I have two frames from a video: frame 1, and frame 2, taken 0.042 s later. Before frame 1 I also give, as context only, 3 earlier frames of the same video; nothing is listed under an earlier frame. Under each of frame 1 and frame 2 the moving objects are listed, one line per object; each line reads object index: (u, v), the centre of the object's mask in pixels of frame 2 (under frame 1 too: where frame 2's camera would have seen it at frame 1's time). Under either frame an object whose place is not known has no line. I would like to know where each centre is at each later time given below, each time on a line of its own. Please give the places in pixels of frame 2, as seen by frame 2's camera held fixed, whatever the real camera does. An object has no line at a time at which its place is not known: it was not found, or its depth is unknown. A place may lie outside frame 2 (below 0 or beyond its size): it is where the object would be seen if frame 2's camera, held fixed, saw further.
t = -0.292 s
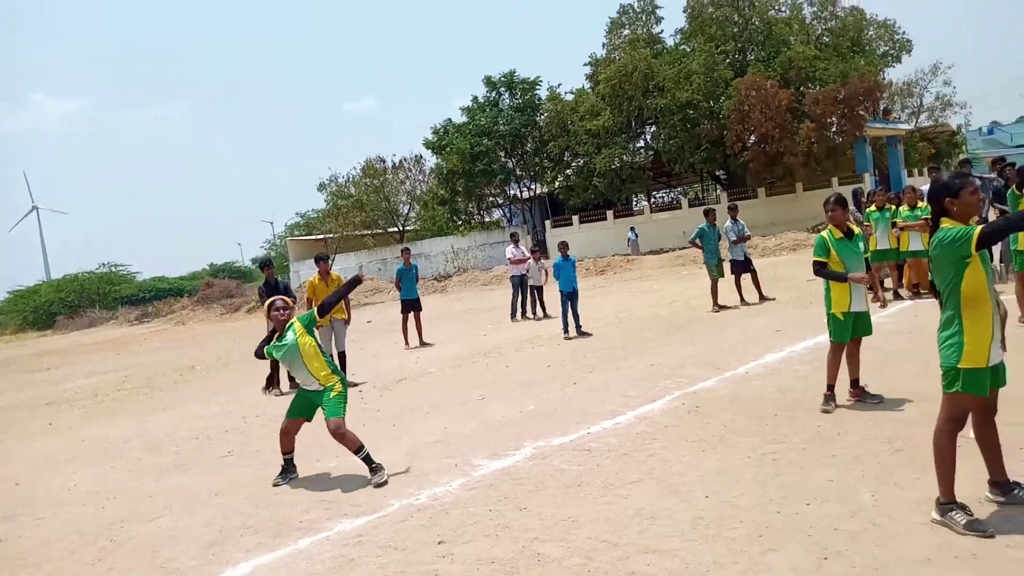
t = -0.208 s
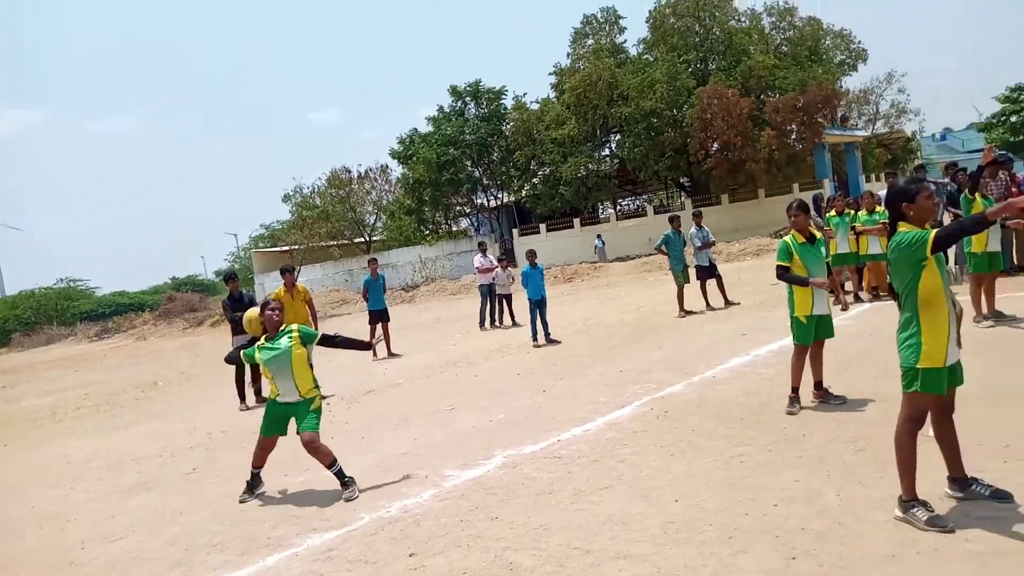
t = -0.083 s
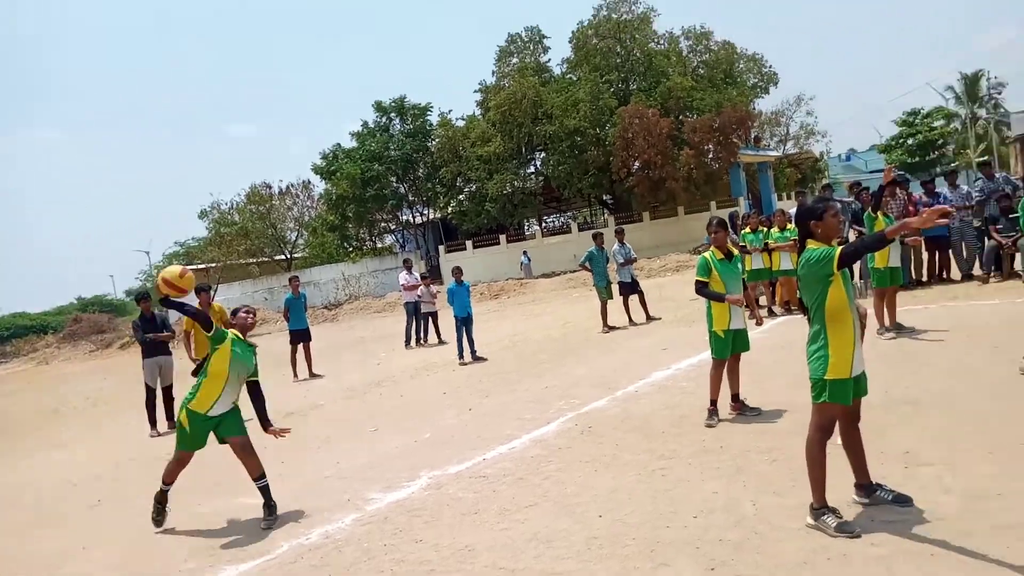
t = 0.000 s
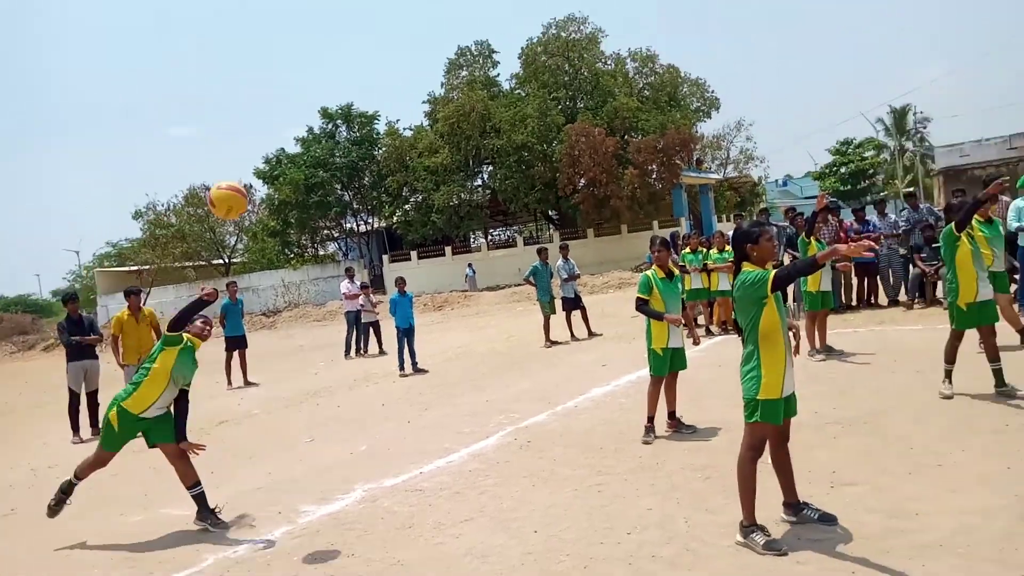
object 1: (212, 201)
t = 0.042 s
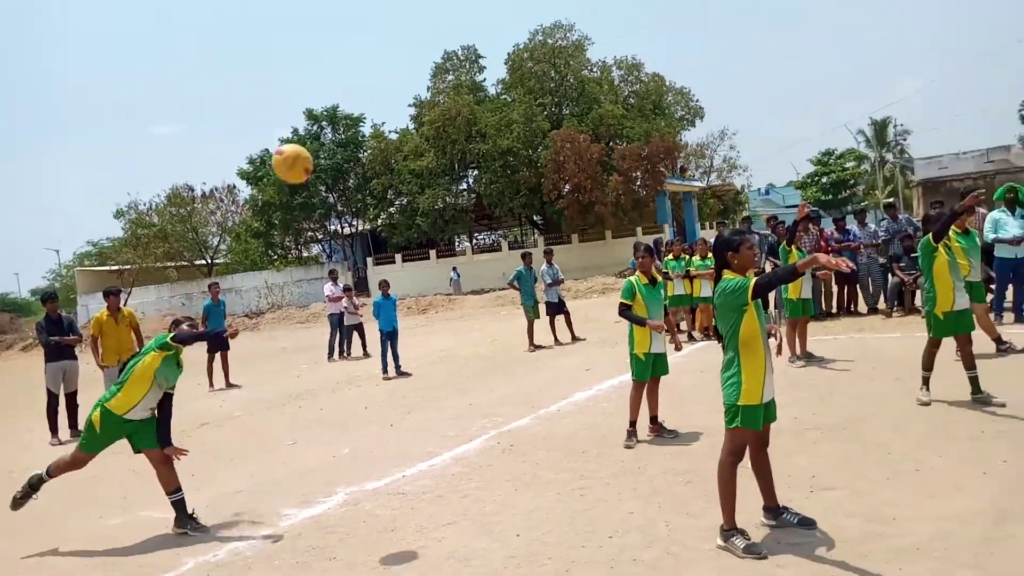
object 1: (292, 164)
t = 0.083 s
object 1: (379, 127)
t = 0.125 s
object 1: (474, 90)
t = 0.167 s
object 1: (570, 55)
